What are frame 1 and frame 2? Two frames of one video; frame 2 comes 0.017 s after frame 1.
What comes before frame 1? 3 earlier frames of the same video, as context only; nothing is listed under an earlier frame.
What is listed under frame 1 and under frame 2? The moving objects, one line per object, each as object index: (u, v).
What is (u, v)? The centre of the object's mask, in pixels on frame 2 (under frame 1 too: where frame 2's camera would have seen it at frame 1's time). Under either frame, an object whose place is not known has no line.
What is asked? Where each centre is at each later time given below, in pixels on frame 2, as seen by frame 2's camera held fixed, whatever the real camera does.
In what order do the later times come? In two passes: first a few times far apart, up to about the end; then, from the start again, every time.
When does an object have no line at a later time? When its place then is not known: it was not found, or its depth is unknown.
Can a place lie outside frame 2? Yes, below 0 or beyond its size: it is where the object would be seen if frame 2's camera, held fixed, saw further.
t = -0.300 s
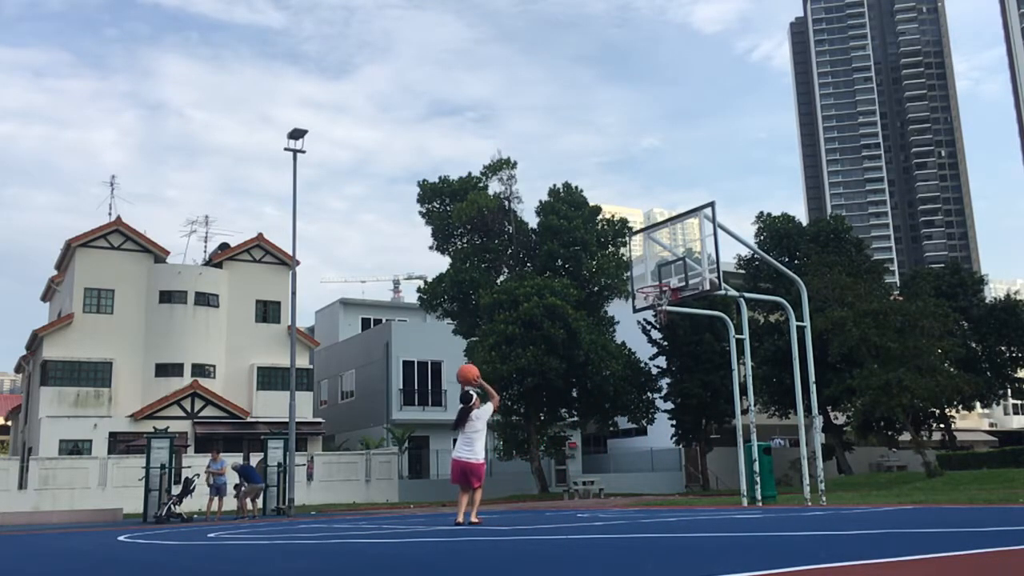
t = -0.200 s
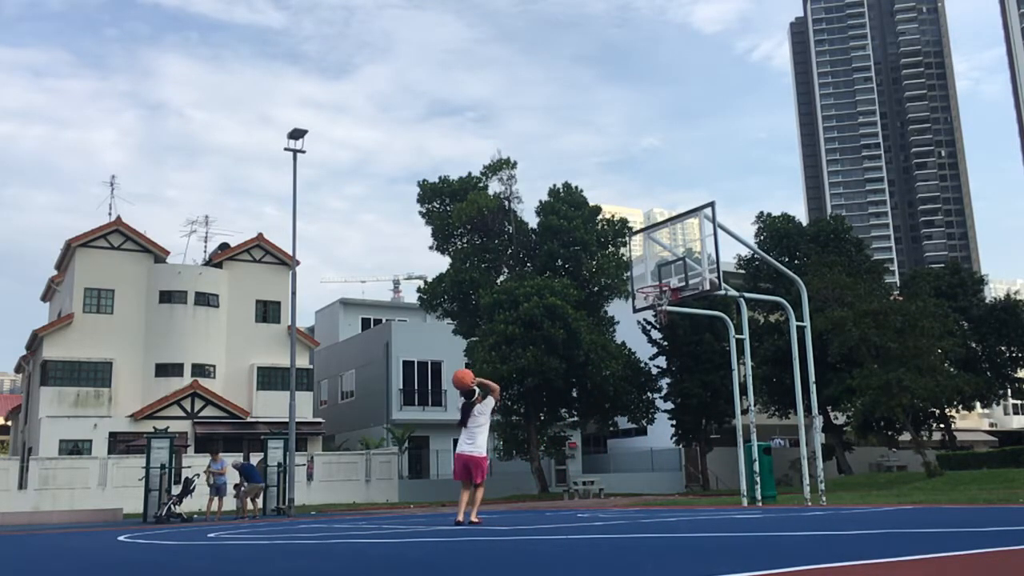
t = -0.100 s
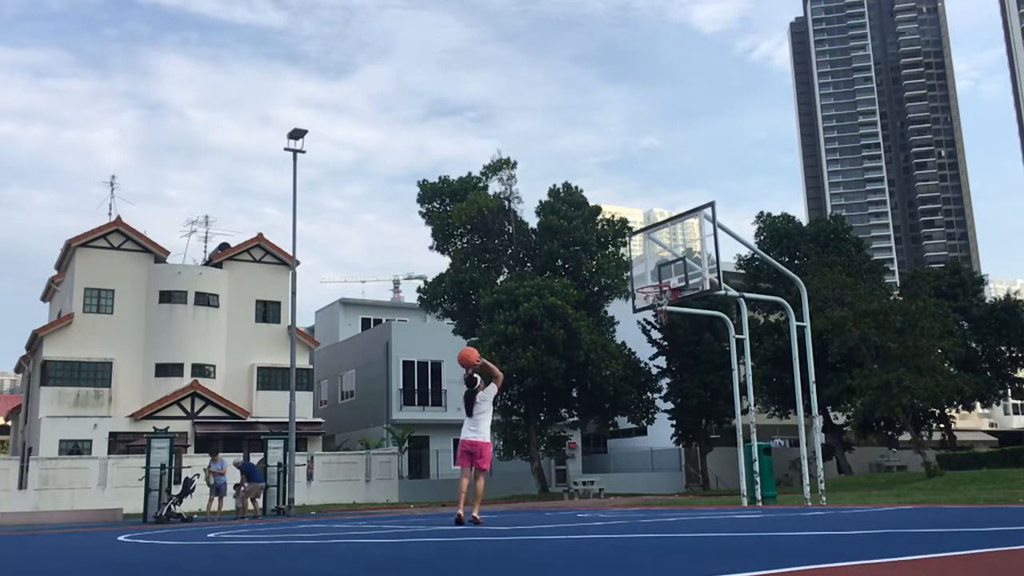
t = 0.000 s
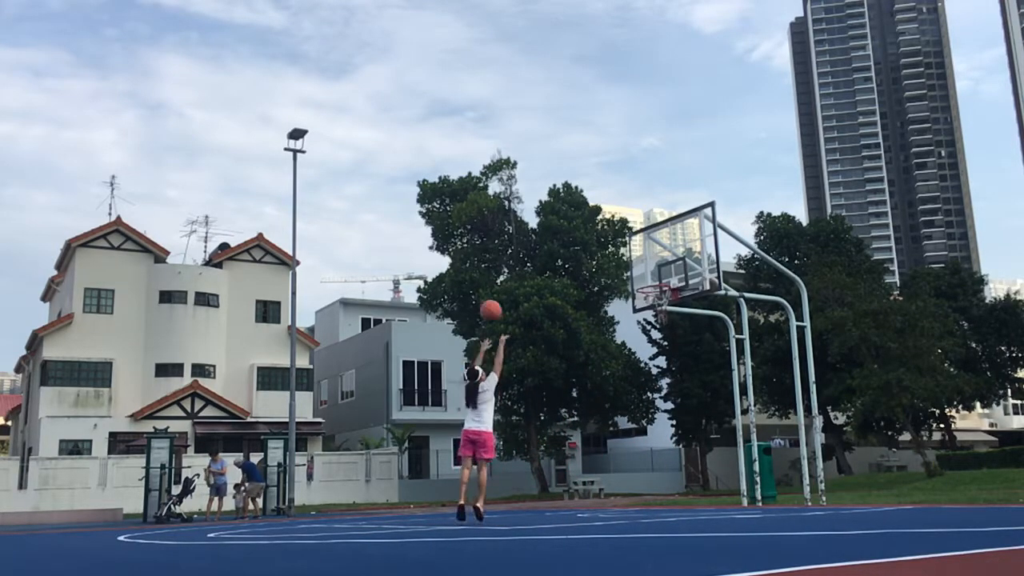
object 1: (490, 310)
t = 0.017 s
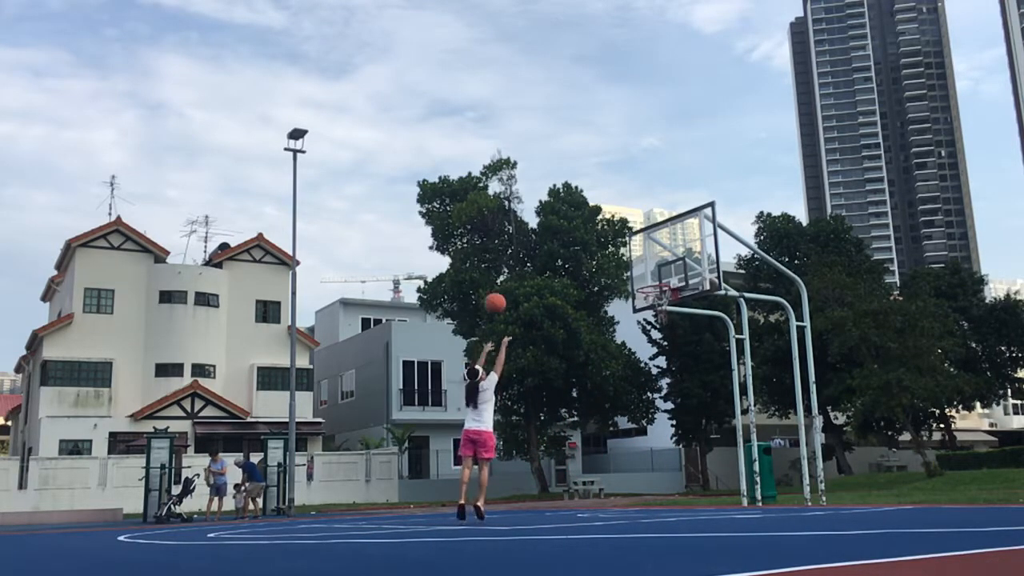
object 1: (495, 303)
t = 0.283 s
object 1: (556, 232)
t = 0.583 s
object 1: (616, 225)
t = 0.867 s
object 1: (666, 275)
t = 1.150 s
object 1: (658, 281)
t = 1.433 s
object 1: (666, 279)
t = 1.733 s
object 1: (649, 287)
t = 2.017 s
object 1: (644, 313)
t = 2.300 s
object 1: (646, 400)
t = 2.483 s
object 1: (650, 489)
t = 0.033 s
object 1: (499, 296)
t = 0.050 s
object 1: (503, 290)
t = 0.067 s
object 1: (508, 284)
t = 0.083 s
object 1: (511, 278)
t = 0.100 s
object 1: (515, 272)
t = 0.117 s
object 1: (520, 267)
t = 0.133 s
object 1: (523, 263)
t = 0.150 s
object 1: (527, 259)
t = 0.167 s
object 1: (531, 254)
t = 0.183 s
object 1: (535, 249)
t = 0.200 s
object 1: (538, 246)
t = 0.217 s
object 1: (542, 243)
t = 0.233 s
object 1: (546, 240)
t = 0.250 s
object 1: (549, 236)
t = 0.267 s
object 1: (553, 234)
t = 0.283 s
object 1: (556, 232)
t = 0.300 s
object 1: (560, 230)
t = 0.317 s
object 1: (564, 228)
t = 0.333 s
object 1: (567, 227)
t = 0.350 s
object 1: (570, 225)
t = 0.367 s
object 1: (573, 224)
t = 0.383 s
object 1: (577, 222)
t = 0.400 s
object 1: (581, 222)
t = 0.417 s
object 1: (584, 221)
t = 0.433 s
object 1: (587, 221)
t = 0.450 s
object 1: (590, 221)
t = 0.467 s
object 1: (593, 221)
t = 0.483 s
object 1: (597, 221)
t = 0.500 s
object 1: (600, 222)
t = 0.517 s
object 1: (603, 222)
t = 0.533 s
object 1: (606, 223)
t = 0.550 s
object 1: (609, 223)
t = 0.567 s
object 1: (613, 224)
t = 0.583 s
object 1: (616, 225)
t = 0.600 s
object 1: (619, 228)
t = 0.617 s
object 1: (621, 229)
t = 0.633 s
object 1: (624, 232)
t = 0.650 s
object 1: (628, 234)
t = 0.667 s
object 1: (630, 236)
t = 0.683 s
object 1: (634, 238)
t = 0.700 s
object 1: (637, 241)
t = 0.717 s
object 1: (640, 244)
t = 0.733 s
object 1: (643, 247)
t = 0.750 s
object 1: (646, 250)
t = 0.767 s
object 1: (649, 253)
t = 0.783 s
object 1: (652, 257)
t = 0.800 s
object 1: (655, 260)
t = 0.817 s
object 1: (658, 264)
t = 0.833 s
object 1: (660, 267)
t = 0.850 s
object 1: (663, 271)
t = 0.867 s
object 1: (666, 275)
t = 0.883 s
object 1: (666, 277)
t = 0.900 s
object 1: (661, 279)
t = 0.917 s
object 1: (659, 282)
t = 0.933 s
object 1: (657, 283)
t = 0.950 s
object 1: (654, 284)
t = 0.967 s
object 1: (650, 284)
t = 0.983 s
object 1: (647, 287)
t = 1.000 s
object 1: (645, 288)
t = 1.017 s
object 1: (645, 288)
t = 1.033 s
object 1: (646, 287)
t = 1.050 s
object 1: (647, 285)
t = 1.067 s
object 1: (650, 284)
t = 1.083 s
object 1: (652, 283)
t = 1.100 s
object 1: (654, 283)
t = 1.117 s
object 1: (656, 282)
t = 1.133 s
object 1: (657, 281)
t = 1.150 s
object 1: (658, 281)
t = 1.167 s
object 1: (660, 280)
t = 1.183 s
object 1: (660, 279)
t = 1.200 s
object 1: (663, 279)
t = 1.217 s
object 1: (664, 279)
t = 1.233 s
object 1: (665, 279)
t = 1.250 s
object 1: (666, 278)
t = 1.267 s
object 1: (666, 278)
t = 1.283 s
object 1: (666, 278)
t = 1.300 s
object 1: (666, 278)
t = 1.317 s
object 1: (667, 278)
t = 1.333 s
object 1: (667, 278)
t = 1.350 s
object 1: (667, 278)
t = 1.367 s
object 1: (668, 278)
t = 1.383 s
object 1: (668, 278)
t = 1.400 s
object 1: (668, 278)
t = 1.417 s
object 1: (667, 279)
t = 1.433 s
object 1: (666, 279)
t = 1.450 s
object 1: (665, 280)
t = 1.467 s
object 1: (663, 280)
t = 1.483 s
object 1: (663, 280)
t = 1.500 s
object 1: (662, 280)
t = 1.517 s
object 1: (661, 281)
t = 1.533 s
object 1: (661, 281)
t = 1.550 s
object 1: (661, 281)
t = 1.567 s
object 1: (660, 281)
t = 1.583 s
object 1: (659, 282)
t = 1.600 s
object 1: (658, 283)
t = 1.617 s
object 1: (657, 283)
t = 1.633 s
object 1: (656, 283)
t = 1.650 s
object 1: (656, 284)
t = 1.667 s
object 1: (655, 284)
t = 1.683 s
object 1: (652, 284)
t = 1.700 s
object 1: (651, 285)
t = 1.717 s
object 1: (650, 286)
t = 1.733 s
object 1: (649, 287)
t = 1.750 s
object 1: (649, 287)
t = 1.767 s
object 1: (647, 288)
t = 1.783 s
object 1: (646, 288)
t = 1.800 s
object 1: (646, 289)
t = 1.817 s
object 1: (646, 289)
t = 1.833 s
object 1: (645, 290)
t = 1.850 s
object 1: (646, 291)
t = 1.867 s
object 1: (645, 294)
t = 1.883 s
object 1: (645, 294)
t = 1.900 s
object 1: (645, 297)
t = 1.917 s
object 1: (645, 299)
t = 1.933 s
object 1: (645, 300)
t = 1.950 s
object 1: (645, 302)
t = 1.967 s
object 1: (645, 305)
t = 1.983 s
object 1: (645, 308)
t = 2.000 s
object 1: (645, 311)
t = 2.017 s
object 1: (644, 313)
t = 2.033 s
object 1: (645, 318)
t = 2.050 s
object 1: (645, 322)
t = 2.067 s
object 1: (645, 325)
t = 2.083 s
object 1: (645, 329)
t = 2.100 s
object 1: (645, 333)
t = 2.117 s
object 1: (645, 338)
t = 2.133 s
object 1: (645, 342)
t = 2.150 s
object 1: (645, 347)
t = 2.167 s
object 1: (645, 352)
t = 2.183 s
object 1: (645, 357)
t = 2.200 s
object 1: (645, 363)
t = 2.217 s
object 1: (645, 368)
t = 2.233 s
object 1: (645, 374)
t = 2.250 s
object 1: (646, 380)
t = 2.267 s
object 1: (646, 387)
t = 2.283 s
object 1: (646, 393)
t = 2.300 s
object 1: (646, 400)
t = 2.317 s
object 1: (646, 407)
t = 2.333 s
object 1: (647, 414)
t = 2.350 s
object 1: (647, 421)
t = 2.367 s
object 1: (647, 429)
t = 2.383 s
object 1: (647, 437)
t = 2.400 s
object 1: (648, 445)
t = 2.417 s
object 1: (648, 454)
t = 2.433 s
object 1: (649, 462)
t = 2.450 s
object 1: (649, 471)
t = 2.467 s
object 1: (649, 480)
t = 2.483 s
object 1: (650, 489)
